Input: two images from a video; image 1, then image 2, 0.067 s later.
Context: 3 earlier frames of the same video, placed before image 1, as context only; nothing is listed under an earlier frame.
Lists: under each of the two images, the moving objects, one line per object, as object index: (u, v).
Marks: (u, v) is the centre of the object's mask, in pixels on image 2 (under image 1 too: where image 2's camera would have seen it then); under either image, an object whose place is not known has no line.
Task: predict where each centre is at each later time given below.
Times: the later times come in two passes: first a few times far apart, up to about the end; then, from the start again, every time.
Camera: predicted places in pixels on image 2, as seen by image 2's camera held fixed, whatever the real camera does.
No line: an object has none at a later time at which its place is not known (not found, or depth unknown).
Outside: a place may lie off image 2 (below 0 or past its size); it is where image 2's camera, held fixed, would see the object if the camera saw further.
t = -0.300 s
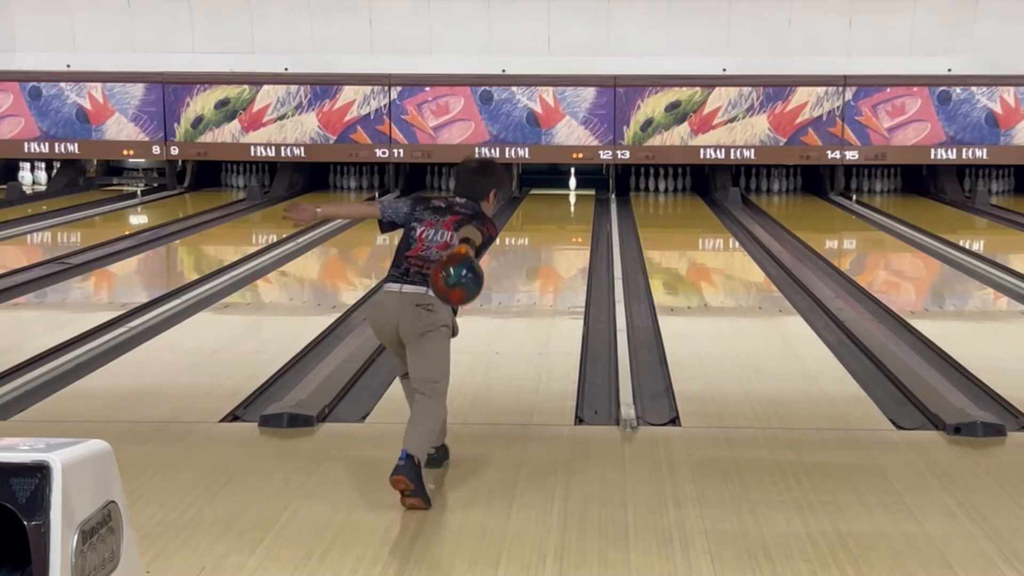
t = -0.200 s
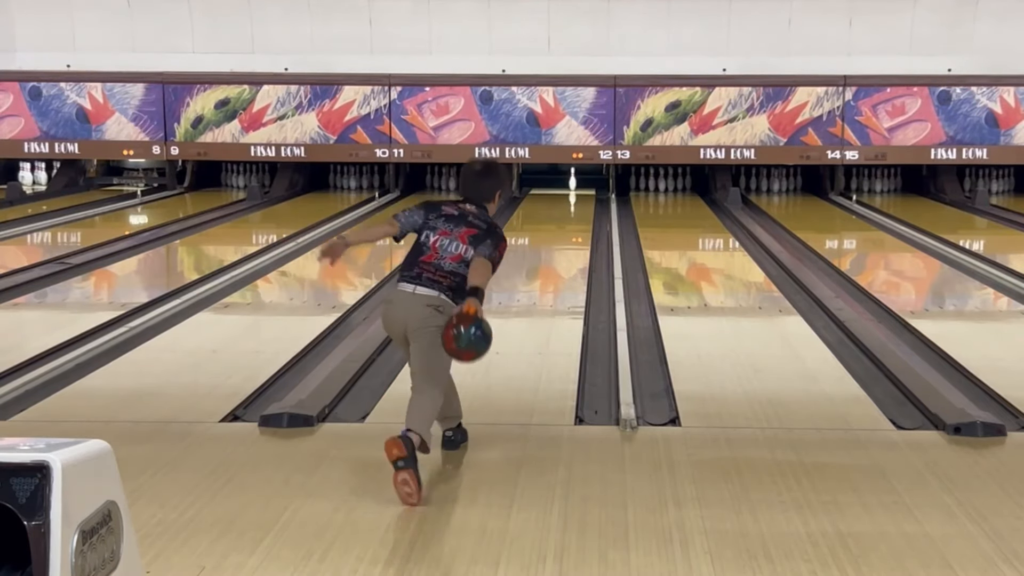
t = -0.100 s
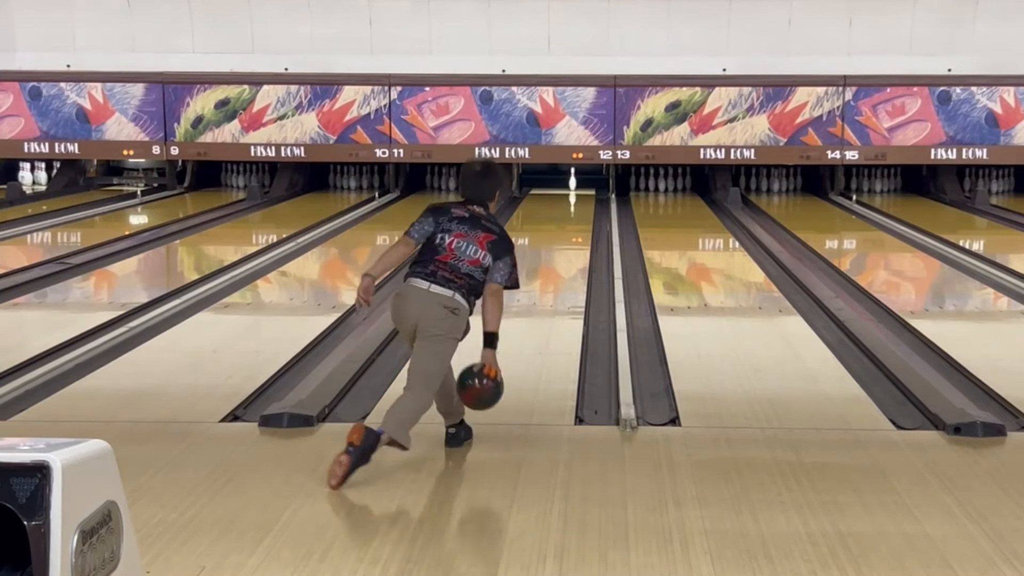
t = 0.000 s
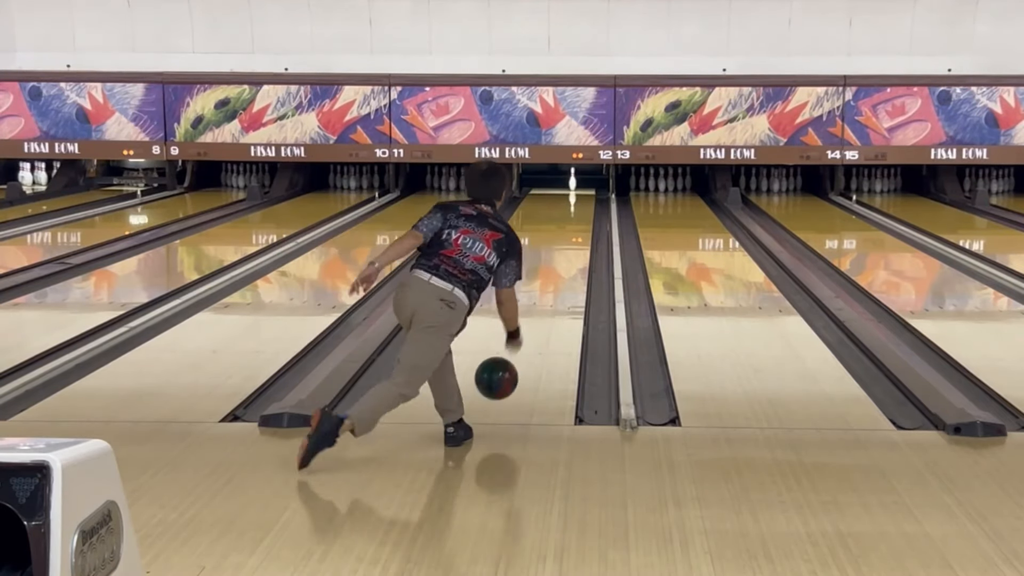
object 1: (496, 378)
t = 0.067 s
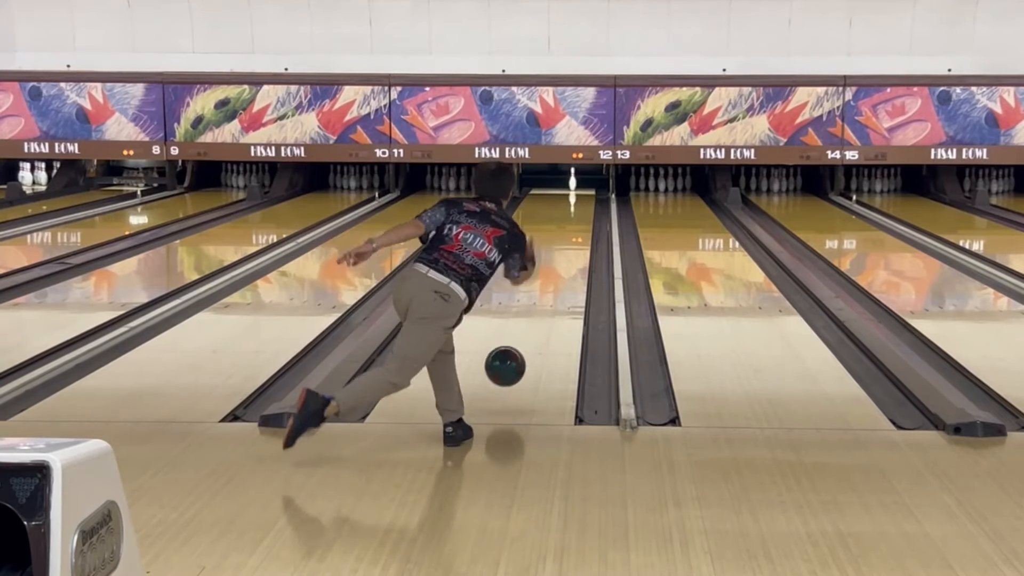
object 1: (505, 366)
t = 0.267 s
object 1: (526, 342)
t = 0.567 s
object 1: (547, 296)
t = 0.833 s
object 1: (559, 268)
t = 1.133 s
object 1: (569, 244)
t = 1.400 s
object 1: (575, 228)
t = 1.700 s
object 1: (579, 213)
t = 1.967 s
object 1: (581, 203)
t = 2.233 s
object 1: (581, 194)
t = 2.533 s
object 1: (576, 187)
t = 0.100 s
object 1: (509, 363)
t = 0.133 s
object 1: (513, 363)
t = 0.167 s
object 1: (516, 363)
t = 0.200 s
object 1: (520, 354)
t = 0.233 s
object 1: (523, 348)
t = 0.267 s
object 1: (526, 342)
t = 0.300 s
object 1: (529, 336)
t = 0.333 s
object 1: (531, 331)
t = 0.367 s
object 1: (534, 325)
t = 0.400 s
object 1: (536, 320)
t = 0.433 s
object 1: (539, 315)
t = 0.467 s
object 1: (541, 310)
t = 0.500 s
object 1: (543, 305)
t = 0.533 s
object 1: (545, 301)
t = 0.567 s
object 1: (547, 296)
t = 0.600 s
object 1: (549, 292)
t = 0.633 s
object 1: (550, 289)
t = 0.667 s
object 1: (552, 285)
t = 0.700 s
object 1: (554, 281)
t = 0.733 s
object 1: (555, 278)
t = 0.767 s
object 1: (557, 275)
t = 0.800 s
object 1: (558, 271)
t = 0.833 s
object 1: (559, 268)
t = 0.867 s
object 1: (560, 265)
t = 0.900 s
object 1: (562, 262)
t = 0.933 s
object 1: (563, 259)
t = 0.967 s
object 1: (564, 257)
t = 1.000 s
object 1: (565, 254)
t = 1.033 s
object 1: (566, 251)
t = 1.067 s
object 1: (567, 249)
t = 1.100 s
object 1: (568, 246)
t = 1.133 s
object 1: (569, 244)
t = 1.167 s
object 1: (570, 242)
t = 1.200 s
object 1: (570, 240)
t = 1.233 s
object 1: (571, 238)
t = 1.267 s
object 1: (572, 236)
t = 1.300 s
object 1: (573, 233)
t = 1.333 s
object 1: (573, 232)
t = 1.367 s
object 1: (574, 230)
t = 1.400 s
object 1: (575, 228)
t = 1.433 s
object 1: (575, 226)
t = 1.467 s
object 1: (576, 224)
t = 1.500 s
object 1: (576, 223)
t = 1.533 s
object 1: (577, 221)
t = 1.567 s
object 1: (577, 219)
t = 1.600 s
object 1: (578, 218)
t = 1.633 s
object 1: (578, 216)
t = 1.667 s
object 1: (579, 215)
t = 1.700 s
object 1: (579, 213)
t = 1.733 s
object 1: (580, 212)
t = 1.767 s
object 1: (580, 211)
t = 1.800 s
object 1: (580, 210)
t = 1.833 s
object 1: (580, 209)
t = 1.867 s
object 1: (581, 208)
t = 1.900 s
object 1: (581, 206)
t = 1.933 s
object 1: (581, 205)
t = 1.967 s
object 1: (581, 203)
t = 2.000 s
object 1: (581, 203)
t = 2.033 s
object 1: (581, 201)
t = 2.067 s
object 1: (581, 200)
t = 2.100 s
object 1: (581, 199)
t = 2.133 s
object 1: (581, 198)
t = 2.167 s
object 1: (581, 197)
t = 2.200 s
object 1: (581, 196)
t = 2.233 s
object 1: (581, 194)
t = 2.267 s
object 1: (581, 194)
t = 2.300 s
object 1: (580, 193)
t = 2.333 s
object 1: (580, 192)
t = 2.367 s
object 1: (580, 191)
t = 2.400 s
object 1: (579, 190)
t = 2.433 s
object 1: (578, 190)
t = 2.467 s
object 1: (578, 189)
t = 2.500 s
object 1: (577, 188)
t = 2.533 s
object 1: (576, 187)
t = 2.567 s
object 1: (575, 187)
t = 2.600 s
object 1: (575, 186)
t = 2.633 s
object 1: (574, 186)
